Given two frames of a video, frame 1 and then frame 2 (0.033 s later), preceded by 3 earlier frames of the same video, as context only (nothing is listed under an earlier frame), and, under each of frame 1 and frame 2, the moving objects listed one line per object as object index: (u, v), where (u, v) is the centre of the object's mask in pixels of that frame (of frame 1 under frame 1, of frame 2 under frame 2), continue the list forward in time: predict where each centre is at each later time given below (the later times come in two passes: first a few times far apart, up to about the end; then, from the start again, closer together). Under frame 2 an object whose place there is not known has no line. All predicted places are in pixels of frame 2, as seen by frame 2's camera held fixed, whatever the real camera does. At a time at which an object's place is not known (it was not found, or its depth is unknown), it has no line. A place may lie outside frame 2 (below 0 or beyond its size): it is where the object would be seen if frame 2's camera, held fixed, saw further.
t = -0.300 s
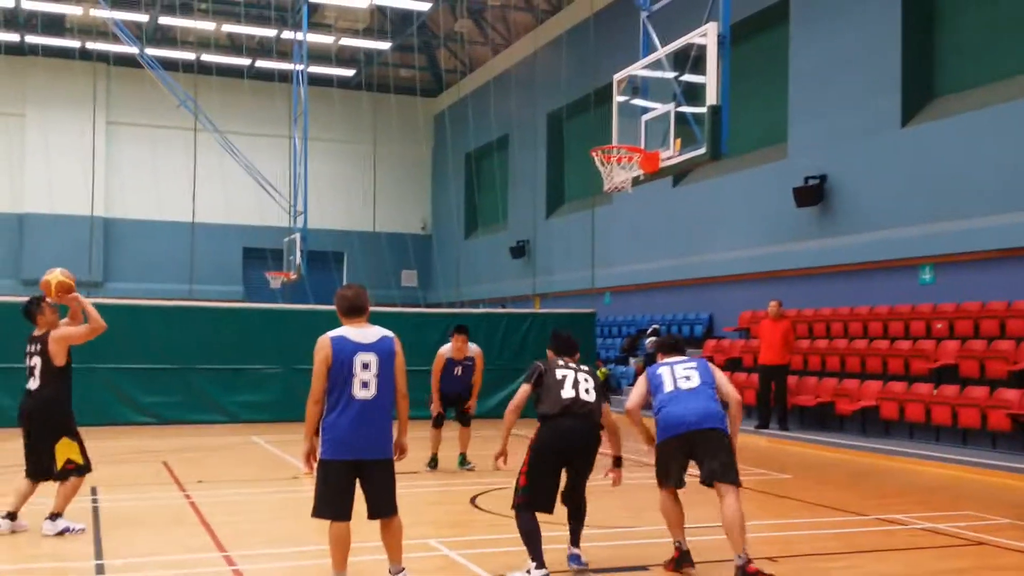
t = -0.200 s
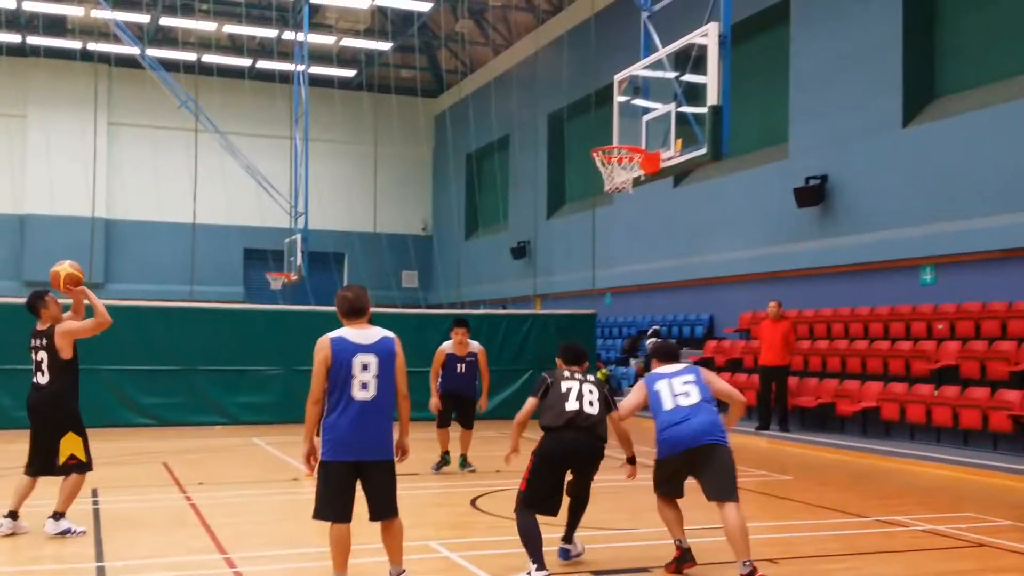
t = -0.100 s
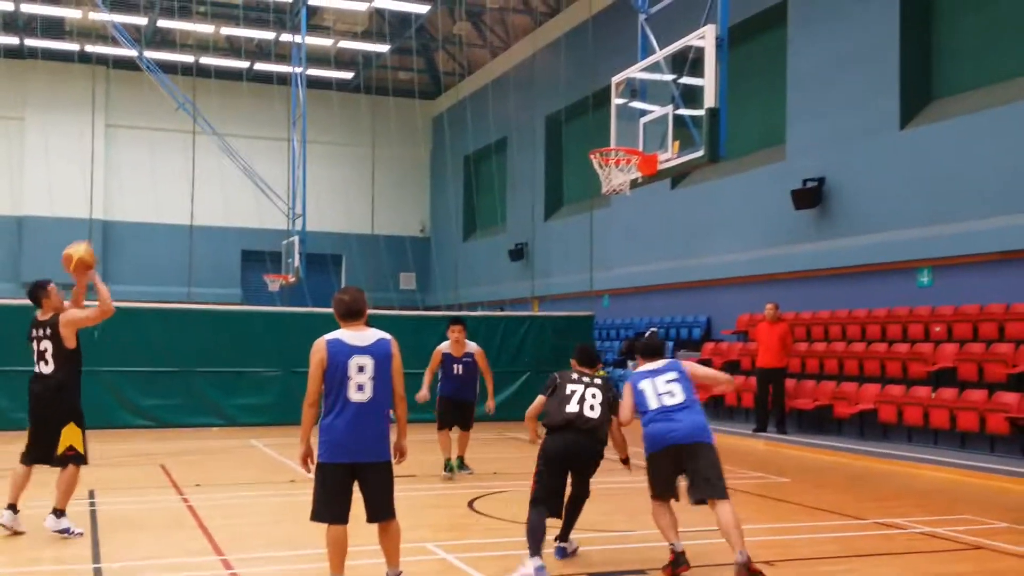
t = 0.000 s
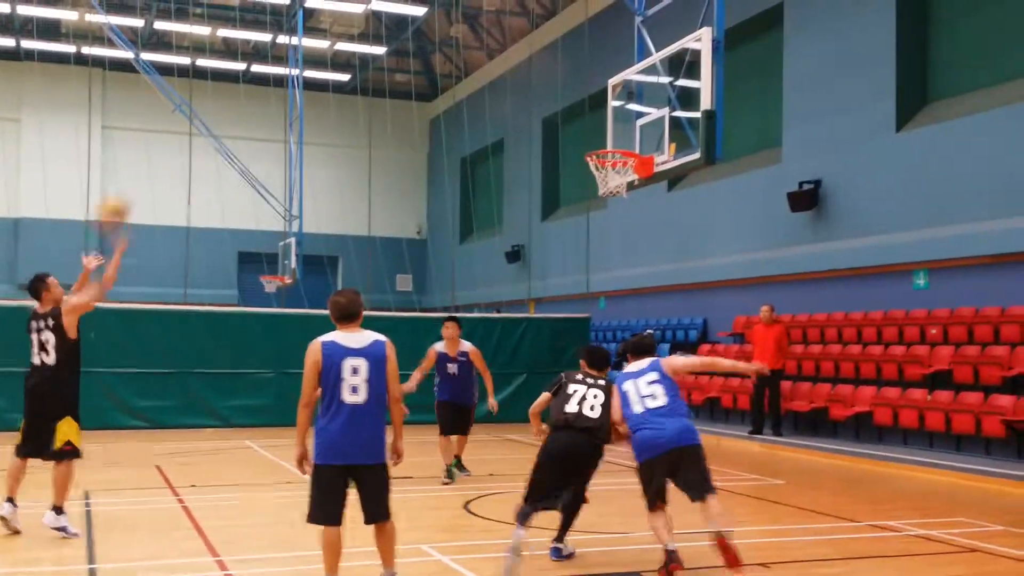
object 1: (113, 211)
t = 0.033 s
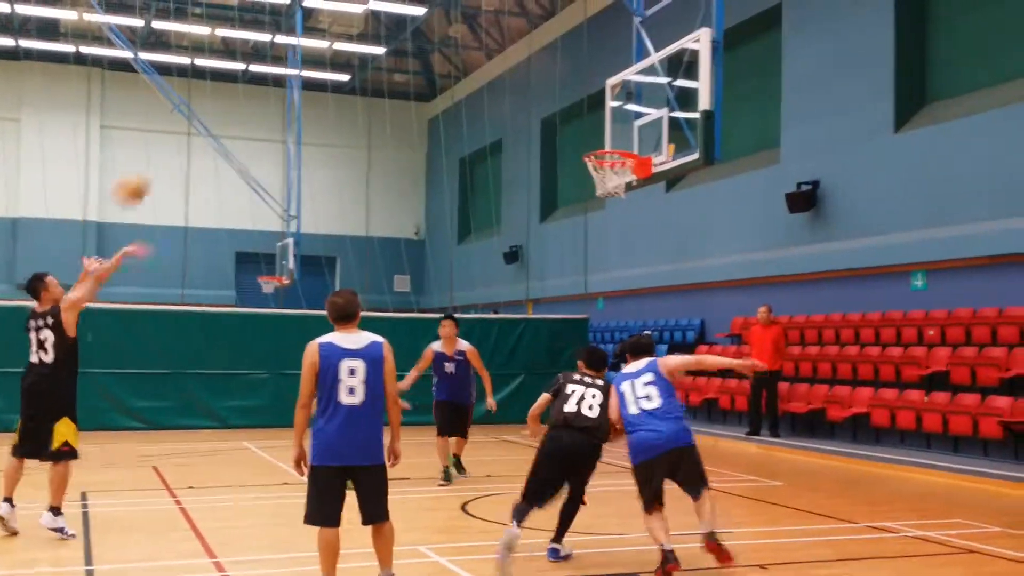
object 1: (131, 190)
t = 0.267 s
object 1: (261, 84)
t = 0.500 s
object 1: (379, 50)
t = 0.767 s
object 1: (496, 88)
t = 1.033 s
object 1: (576, 199)
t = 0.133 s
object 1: (189, 136)
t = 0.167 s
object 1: (208, 118)
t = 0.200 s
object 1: (226, 105)
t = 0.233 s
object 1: (246, 92)
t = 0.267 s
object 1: (261, 84)
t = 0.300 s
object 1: (279, 74)
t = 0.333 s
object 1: (295, 65)
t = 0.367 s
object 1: (312, 59)
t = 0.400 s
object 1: (329, 60)
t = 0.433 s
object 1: (344, 55)
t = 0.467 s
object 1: (361, 51)
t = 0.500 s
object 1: (379, 50)
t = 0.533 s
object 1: (395, 51)
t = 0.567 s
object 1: (408, 52)
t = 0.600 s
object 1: (422, 56)
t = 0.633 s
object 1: (438, 59)
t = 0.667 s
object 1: (452, 65)
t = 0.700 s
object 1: (466, 72)
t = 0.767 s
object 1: (496, 88)
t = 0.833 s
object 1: (522, 109)
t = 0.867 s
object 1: (536, 122)
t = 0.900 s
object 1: (549, 135)
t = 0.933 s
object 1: (563, 150)
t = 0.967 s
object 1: (572, 165)
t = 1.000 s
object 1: (575, 182)
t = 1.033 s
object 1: (576, 199)
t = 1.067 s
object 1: (577, 218)
